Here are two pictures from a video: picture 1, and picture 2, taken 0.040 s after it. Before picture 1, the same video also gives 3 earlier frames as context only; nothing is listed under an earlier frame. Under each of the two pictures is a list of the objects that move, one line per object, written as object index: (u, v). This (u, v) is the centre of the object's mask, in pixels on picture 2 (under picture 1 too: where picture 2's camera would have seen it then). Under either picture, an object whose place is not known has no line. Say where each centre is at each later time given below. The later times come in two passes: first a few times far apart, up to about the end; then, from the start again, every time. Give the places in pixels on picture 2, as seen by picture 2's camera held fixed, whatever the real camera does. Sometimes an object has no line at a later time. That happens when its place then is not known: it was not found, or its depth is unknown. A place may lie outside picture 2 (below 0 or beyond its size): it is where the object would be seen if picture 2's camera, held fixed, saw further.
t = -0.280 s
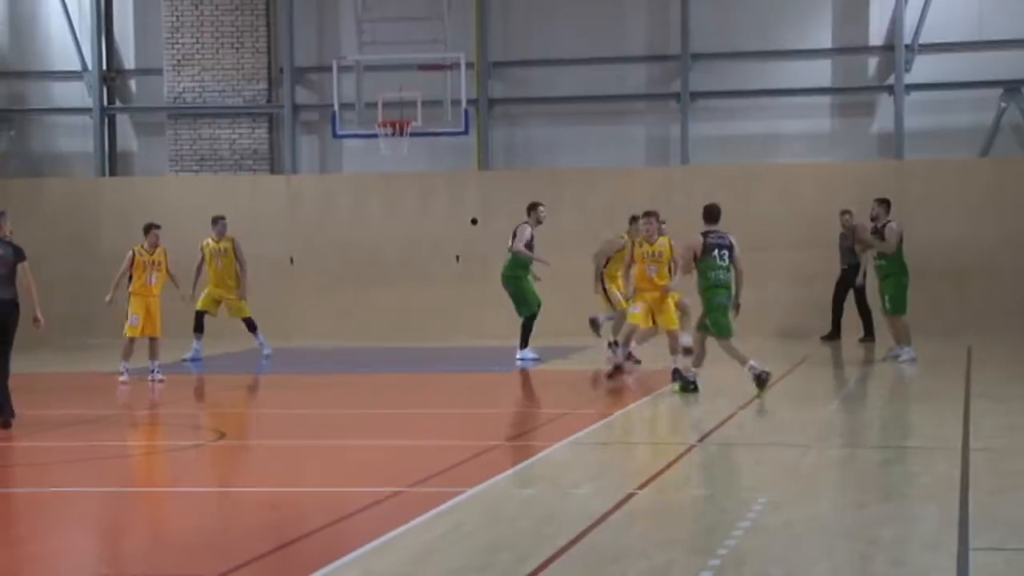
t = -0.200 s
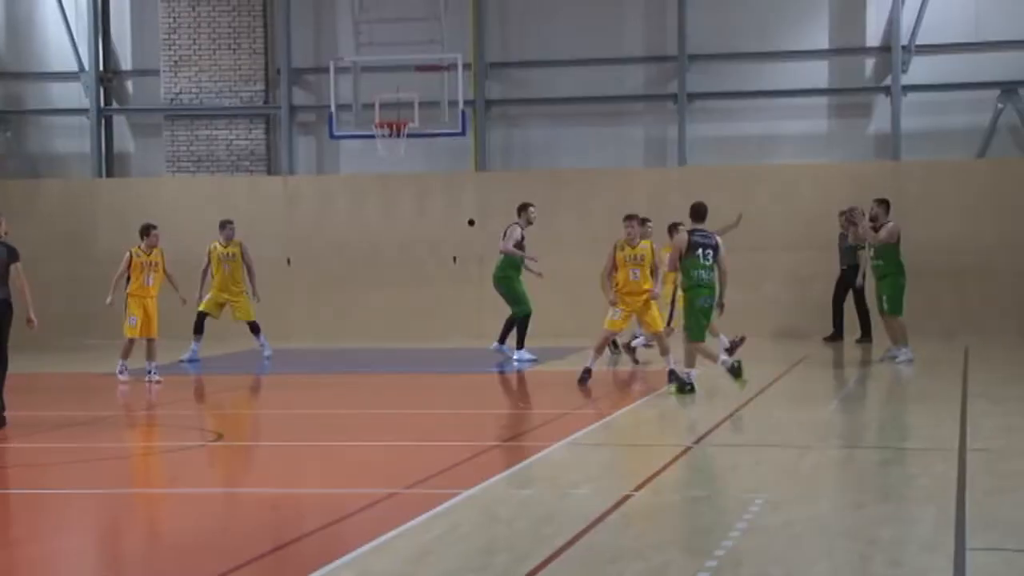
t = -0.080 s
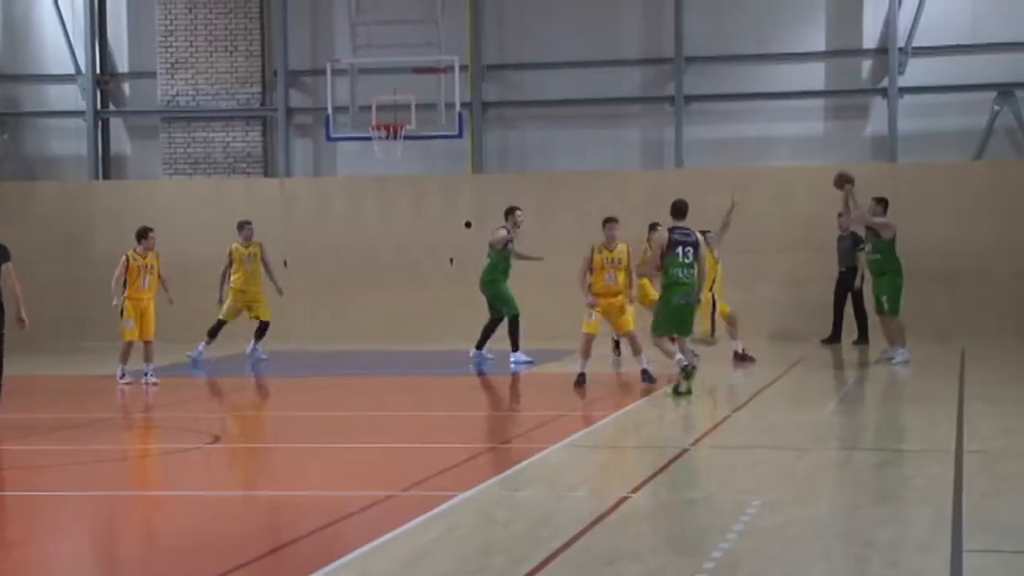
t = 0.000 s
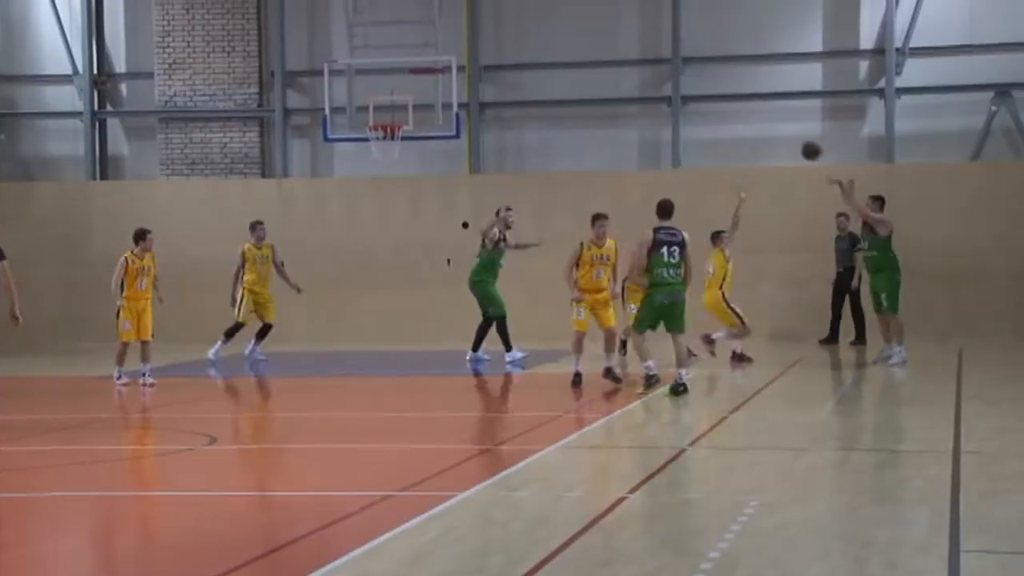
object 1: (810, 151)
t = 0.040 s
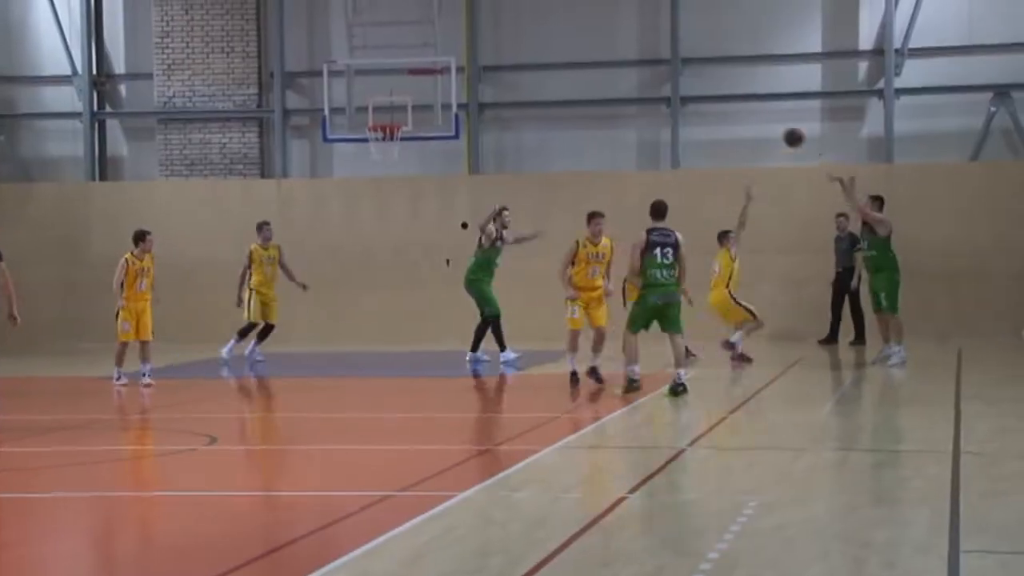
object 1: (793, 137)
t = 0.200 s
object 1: (726, 97)
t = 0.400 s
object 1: (648, 76)
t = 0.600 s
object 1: (575, 86)
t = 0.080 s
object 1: (776, 125)
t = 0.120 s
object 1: (759, 114)
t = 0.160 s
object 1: (743, 104)
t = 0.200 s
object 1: (726, 97)
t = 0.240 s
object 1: (711, 90)
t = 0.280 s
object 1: (696, 84)
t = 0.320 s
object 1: (679, 81)
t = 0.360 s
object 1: (664, 78)
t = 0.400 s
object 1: (648, 76)
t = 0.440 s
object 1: (634, 75)
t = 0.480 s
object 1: (618, 76)
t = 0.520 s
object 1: (604, 78)
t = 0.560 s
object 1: (589, 82)
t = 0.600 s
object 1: (575, 86)
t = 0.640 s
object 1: (560, 92)
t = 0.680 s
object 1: (546, 99)
